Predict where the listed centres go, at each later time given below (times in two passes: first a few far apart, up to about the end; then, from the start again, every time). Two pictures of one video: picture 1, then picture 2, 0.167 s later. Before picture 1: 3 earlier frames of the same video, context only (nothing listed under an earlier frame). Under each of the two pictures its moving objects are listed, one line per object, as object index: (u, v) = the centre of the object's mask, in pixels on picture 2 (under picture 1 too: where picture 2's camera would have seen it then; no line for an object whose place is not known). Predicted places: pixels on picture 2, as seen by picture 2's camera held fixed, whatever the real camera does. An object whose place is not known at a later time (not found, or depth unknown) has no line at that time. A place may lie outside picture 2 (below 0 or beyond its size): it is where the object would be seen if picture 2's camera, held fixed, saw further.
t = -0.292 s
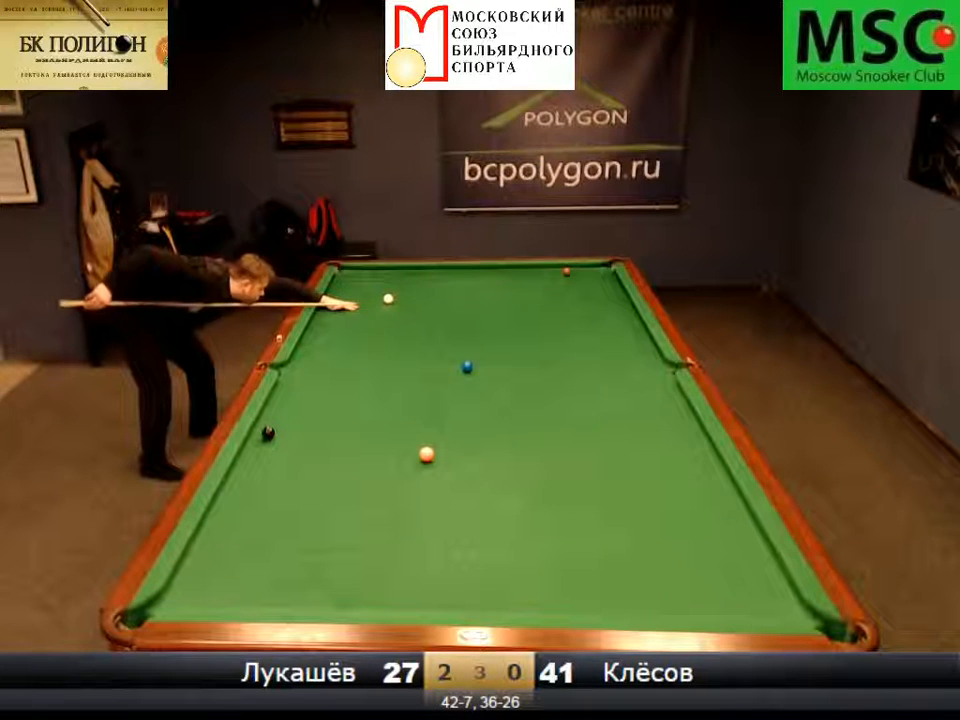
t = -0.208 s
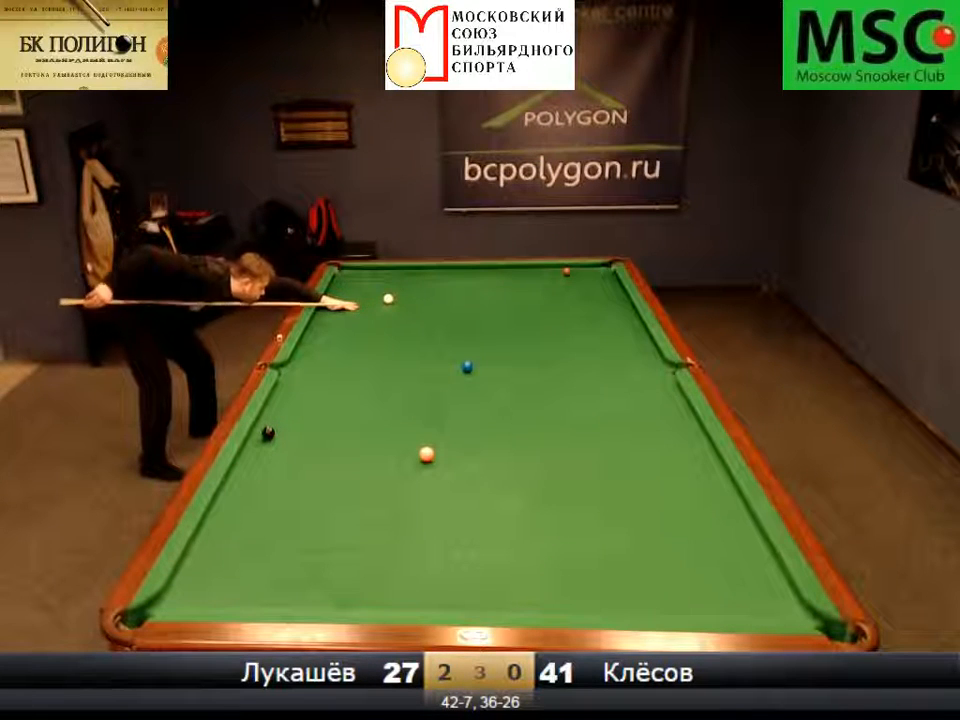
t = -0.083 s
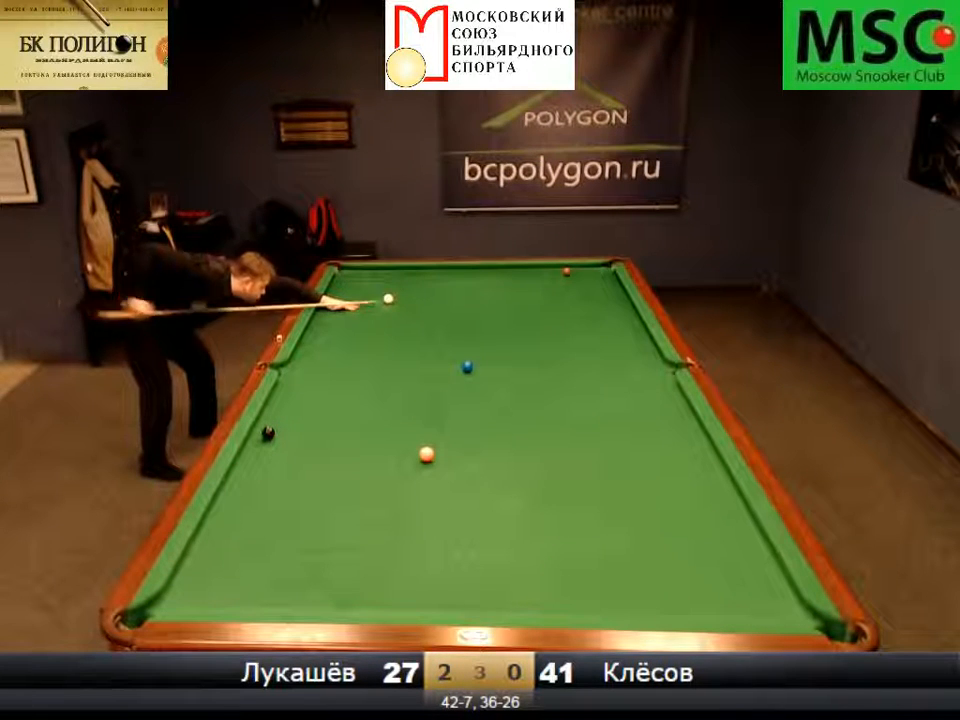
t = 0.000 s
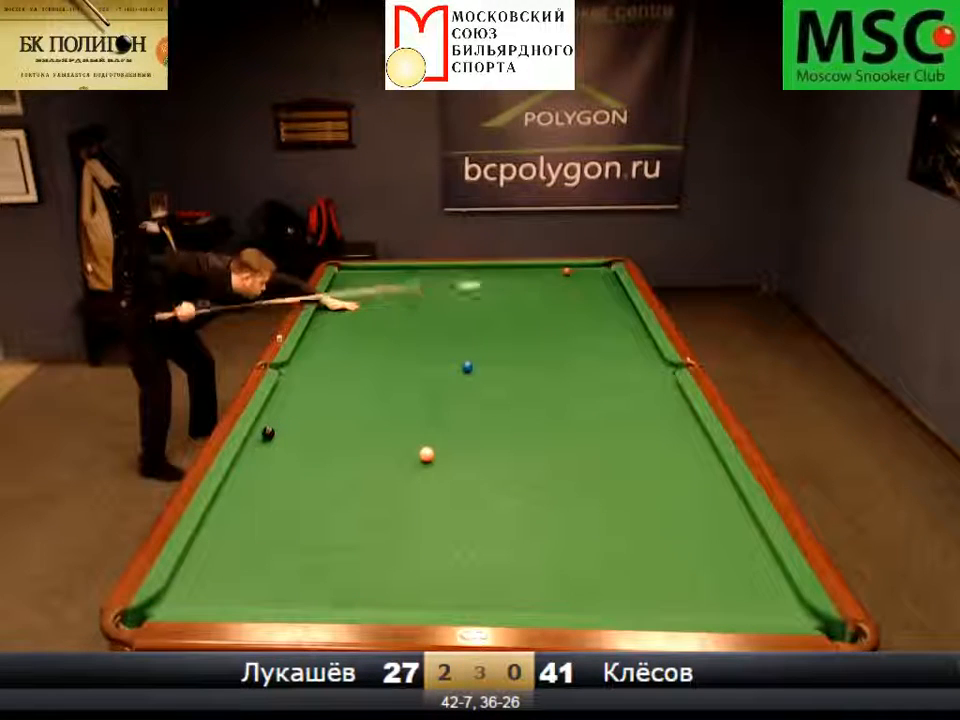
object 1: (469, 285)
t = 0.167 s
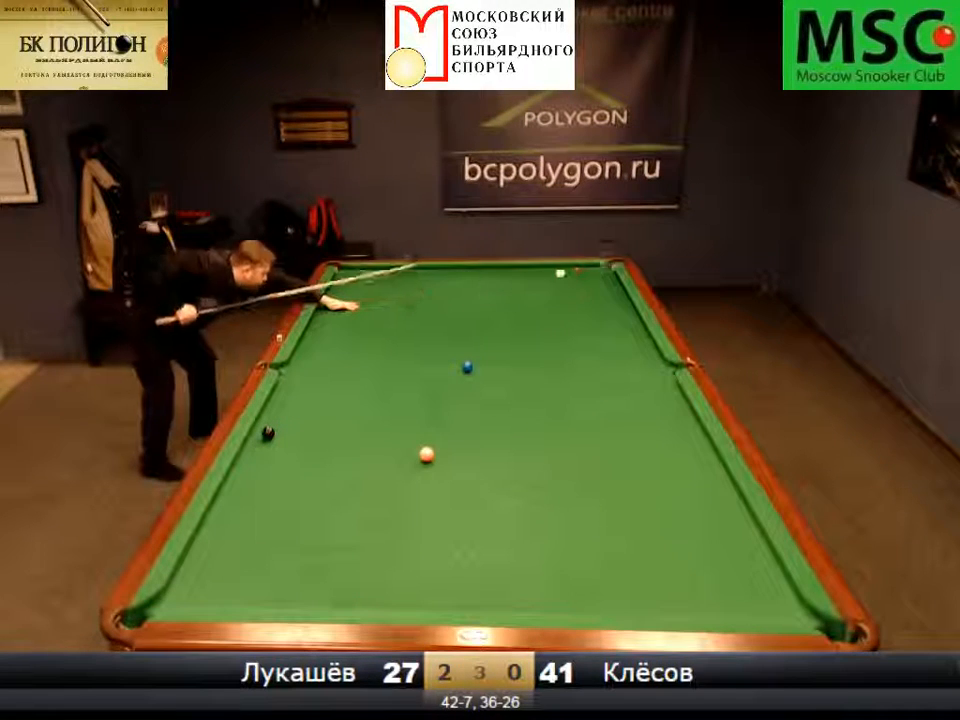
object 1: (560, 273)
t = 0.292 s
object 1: (560, 273)
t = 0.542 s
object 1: (542, 275)
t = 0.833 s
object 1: (523, 276)
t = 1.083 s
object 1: (507, 279)
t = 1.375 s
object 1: (488, 281)
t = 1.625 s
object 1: (475, 284)
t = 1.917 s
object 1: (458, 286)
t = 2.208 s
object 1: (442, 289)
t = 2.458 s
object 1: (431, 291)
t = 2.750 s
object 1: (417, 292)
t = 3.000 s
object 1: (406, 294)
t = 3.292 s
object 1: (397, 296)
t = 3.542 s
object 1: (388, 297)
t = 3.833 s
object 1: (380, 298)
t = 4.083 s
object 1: (374, 299)
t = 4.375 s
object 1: (368, 300)
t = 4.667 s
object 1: (363, 301)
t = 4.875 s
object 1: (361, 301)
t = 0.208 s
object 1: (560, 273)
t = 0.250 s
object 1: (560, 273)
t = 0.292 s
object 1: (560, 273)
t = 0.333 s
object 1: (558, 272)
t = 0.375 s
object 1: (555, 273)
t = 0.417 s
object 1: (552, 273)
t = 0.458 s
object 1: (550, 273)
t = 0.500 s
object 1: (545, 274)
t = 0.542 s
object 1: (542, 275)
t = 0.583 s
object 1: (540, 275)
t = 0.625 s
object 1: (536, 275)
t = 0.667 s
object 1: (533, 275)
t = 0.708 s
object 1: (531, 275)
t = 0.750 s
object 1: (529, 275)
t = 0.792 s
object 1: (527, 275)
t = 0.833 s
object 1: (523, 276)
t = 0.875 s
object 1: (520, 276)
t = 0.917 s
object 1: (518, 278)
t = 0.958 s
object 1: (514, 278)
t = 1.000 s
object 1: (511, 279)
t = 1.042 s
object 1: (509, 279)
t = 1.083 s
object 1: (507, 279)
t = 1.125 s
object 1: (505, 280)
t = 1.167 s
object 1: (503, 280)
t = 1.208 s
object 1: (498, 281)
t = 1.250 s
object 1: (496, 281)
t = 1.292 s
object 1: (494, 281)
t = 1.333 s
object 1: (492, 281)
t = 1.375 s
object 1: (488, 281)
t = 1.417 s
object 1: (486, 282)
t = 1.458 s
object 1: (483, 283)
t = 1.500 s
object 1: (480, 283)
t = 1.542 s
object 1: (478, 283)
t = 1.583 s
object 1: (476, 283)
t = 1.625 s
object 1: (475, 284)
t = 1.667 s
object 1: (471, 285)
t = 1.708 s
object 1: (469, 285)
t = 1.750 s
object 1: (467, 285)
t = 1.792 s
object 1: (463, 286)
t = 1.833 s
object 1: (461, 286)
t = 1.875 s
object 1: (459, 286)
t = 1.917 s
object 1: (458, 286)
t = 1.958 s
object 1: (456, 287)
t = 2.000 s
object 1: (452, 287)
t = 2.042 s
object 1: (450, 287)
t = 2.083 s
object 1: (449, 287)
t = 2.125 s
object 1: (447, 287)
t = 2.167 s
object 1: (444, 289)
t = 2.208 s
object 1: (442, 289)
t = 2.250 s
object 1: (441, 289)
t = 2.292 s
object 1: (439, 289)
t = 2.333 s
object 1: (436, 290)
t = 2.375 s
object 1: (434, 290)
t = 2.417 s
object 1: (432, 290)
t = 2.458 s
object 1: (431, 291)
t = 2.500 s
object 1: (428, 291)
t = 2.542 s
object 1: (426, 291)
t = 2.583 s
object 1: (425, 292)
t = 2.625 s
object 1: (423, 292)
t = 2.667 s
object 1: (421, 292)
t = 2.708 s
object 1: (419, 292)
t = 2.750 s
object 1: (417, 292)
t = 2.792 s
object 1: (416, 292)
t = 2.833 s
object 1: (413, 293)
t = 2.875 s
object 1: (412, 293)
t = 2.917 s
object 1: (410, 294)
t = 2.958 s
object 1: (408, 294)
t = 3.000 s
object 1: (406, 294)
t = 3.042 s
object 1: (405, 294)
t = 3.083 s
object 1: (404, 294)
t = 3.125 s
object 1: (403, 295)
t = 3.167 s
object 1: (400, 295)
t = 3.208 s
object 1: (399, 295)
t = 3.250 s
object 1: (398, 296)
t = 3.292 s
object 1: (397, 296)
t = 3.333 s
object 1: (395, 296)
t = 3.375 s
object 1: (394, 296)
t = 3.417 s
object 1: (393, 296)
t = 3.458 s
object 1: (391, 296)
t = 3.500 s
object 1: (389, 296)
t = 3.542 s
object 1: (388, 297)
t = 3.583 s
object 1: (387, 297)
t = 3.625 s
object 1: (386, 297)
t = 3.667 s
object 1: (384, 297)
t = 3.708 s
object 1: (383, 298)
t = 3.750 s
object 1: (383, 298)
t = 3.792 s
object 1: (381, 298)
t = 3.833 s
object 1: (380, 298)
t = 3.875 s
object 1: (379, 298)
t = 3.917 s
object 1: (378, 298)
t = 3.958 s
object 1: (377, 299)
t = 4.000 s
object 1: (375, 299)
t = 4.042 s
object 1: (375, 299)
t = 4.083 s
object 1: (374, 299)
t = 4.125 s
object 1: (373, 299)
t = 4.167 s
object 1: (371, 299)
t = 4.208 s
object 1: (371, 299)
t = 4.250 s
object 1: (370, 299)
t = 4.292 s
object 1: (370, 299)
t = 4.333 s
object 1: (368, 300)
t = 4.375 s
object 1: (368, 300)
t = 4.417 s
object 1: (367, 300)
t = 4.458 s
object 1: (367, 300)
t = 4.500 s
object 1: (366, 300)
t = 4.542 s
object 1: (365, 300)
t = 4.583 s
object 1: (365, 300)
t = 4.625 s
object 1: (364, 301)
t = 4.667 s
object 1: (363, 301)
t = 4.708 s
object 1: (363, 301)
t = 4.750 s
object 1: (363, 301)
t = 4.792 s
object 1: (363, 301)
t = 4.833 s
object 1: (362, 301)
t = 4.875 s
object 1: (361, 301)
